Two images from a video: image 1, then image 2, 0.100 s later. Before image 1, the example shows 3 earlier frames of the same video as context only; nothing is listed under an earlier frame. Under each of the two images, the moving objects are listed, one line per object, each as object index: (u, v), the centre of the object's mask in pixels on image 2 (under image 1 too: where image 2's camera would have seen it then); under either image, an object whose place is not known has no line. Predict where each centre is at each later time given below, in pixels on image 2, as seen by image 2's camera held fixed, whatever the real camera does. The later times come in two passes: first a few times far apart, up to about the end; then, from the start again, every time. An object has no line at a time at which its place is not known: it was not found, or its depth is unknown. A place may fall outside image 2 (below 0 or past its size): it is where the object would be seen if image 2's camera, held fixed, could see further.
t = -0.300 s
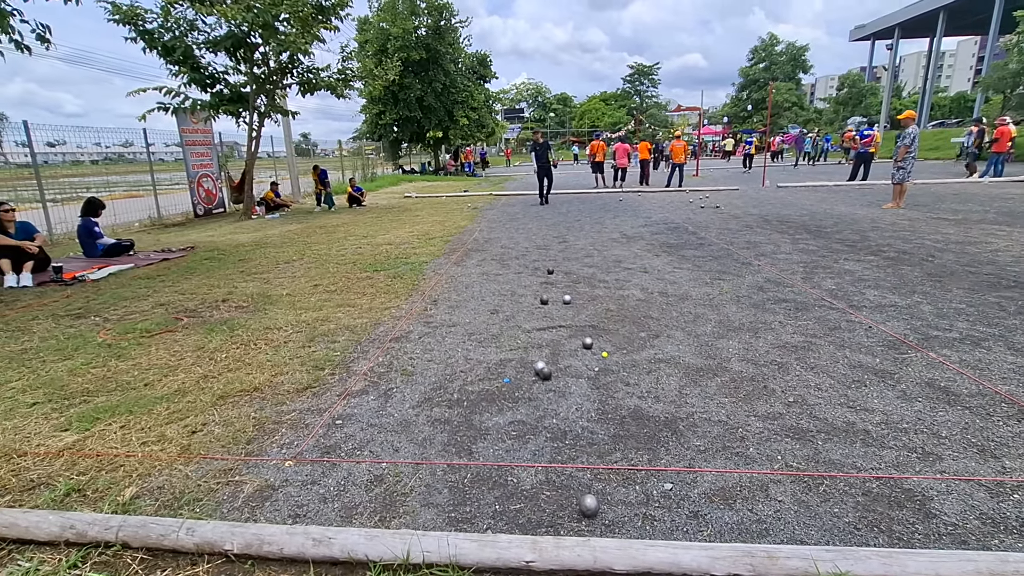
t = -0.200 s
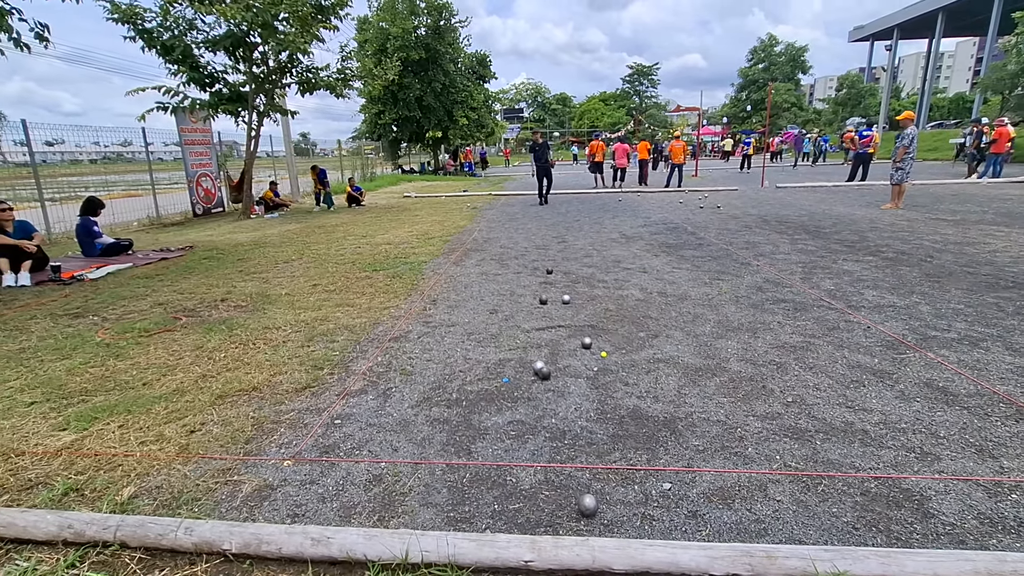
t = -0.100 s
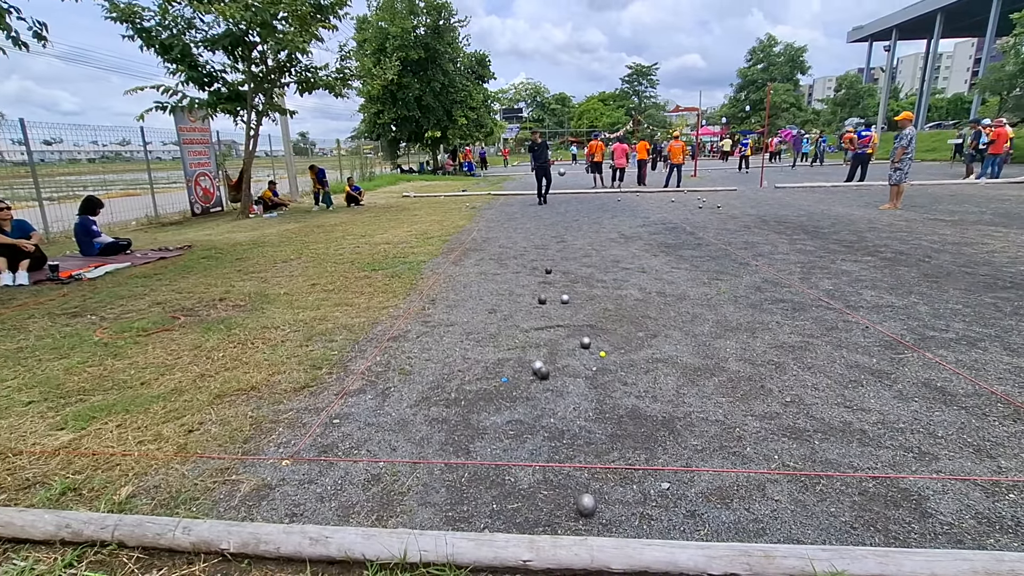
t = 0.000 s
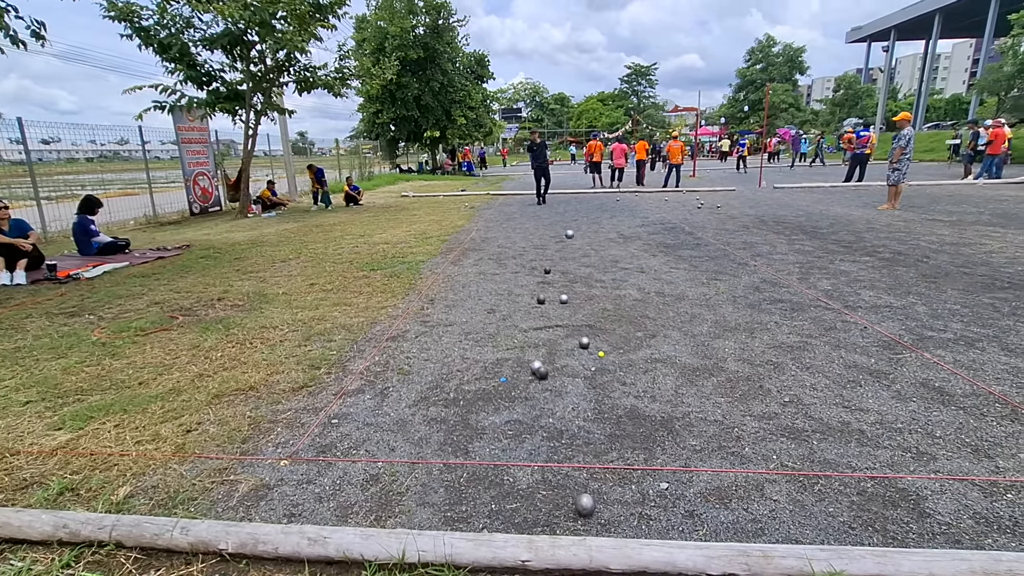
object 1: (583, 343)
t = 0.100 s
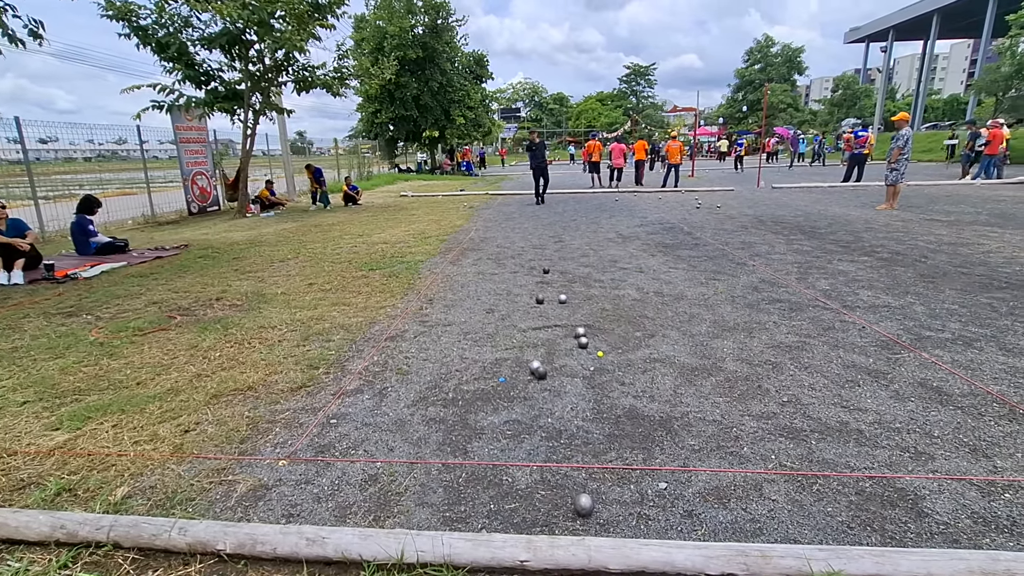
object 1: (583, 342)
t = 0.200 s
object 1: (588, 352)
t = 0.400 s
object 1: (608, 385)
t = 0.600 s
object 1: (627, 418)
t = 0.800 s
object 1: (651, 457)
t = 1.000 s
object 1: (677, 503)
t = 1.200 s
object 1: (695, 532)
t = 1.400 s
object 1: (694, 531)
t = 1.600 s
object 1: (694, 531)
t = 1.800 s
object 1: (694, 531)
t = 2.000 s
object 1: (694, 531)
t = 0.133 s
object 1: (584, 344)
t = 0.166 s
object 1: (586, 348)
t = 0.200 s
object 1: (588, 352)
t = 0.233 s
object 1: (591, 359)
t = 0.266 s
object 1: (594, 364)
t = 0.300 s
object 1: (597, 368)
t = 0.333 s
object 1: (601, 372)
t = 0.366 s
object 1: (604, 380)
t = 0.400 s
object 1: (608, 385)
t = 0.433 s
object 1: (611, 389)
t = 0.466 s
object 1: (614, 395)
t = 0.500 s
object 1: (617, 400)
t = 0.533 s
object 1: (621, 406)
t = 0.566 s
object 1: (624, 413)
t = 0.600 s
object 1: (627, 418)
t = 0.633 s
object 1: (631, 424)
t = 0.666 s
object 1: (635, 431)
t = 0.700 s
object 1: (639, 437)
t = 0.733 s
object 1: (643, 444)
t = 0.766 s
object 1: (647, 451)
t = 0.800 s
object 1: (651, 457)
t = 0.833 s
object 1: (656, 464)
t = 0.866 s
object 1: (660, 473)
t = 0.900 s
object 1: (665, 478)
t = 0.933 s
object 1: (669, 484)
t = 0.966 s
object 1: (673, 494)
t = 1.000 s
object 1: (677, 503)
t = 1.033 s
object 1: (681, 510)
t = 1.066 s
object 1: (686, 519)
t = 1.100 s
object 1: (690, 527)
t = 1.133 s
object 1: (693, 532)
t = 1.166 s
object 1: (695, 535)
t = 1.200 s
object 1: (695, 532)
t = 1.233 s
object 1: (695, 532)
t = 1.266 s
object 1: (694, 531)
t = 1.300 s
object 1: (694, 531)
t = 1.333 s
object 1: (694, 531)
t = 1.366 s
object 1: (694, 531)
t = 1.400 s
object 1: (694, 531)
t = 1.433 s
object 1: (694, 530)
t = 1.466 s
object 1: (694, 531)
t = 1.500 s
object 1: (694, 531)
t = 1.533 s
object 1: (694, 531)
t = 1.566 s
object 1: (694, 531)
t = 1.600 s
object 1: (694, 531)
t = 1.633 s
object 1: (694, 531)
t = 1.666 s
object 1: (694, 531)
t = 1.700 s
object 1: (694, 531)
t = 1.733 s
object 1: (694, 531)
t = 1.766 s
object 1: (694, 531)
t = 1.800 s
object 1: (694, 531)
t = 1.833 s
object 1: (694, 531)
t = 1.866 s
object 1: (694, 531)
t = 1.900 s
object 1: (694, 531)
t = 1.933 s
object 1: (694, 531)
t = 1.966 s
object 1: (694, 531)
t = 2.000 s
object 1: (694, 531)
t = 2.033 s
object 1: (694, 531)
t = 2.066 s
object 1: (694, 531)
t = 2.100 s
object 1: (694, 531)
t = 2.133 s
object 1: (694, 531)
